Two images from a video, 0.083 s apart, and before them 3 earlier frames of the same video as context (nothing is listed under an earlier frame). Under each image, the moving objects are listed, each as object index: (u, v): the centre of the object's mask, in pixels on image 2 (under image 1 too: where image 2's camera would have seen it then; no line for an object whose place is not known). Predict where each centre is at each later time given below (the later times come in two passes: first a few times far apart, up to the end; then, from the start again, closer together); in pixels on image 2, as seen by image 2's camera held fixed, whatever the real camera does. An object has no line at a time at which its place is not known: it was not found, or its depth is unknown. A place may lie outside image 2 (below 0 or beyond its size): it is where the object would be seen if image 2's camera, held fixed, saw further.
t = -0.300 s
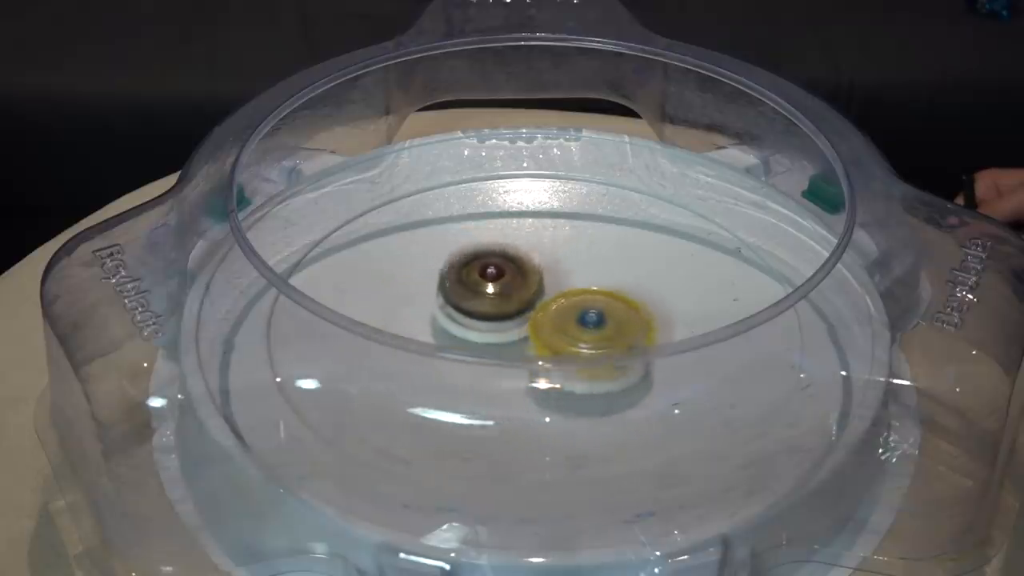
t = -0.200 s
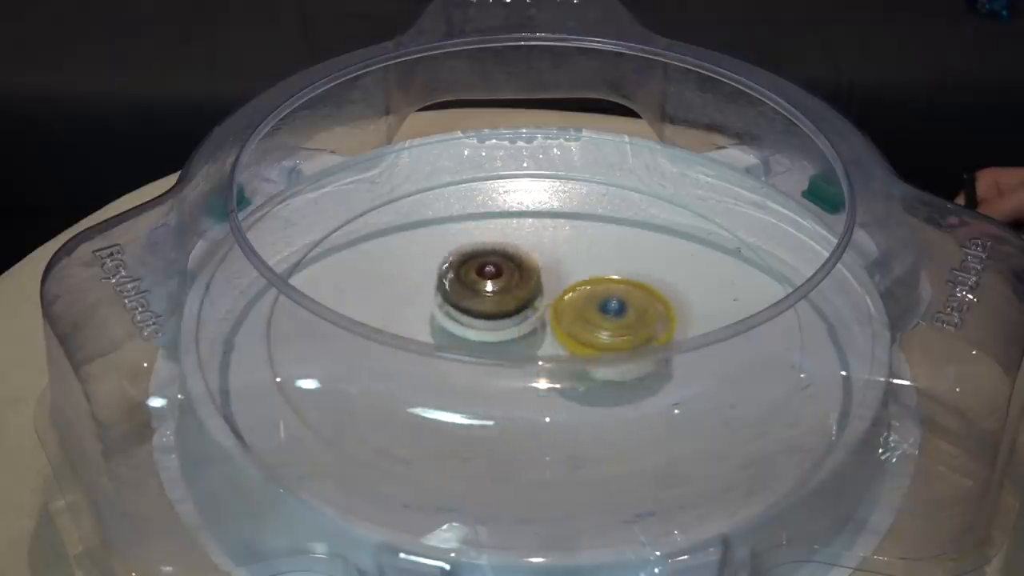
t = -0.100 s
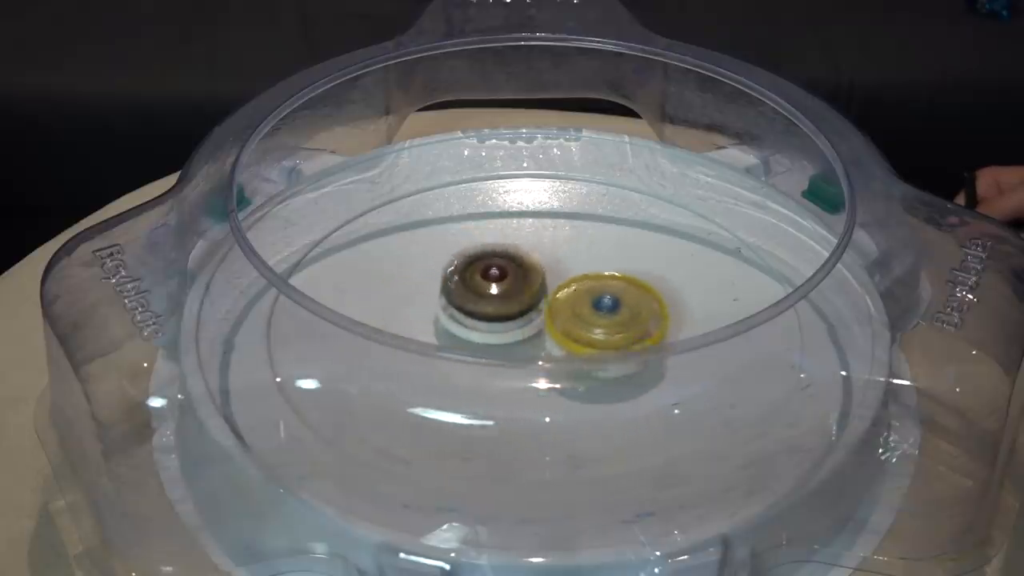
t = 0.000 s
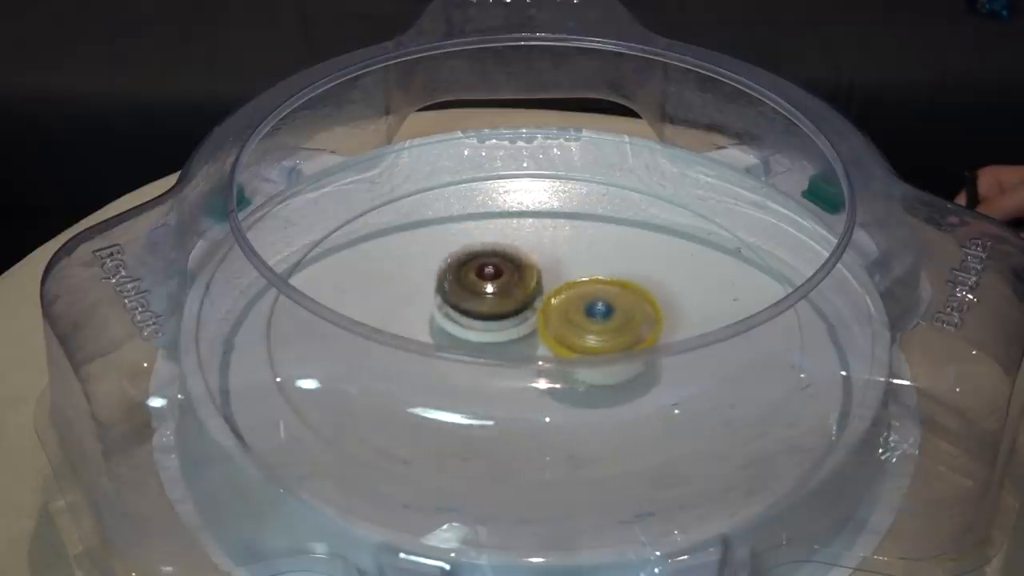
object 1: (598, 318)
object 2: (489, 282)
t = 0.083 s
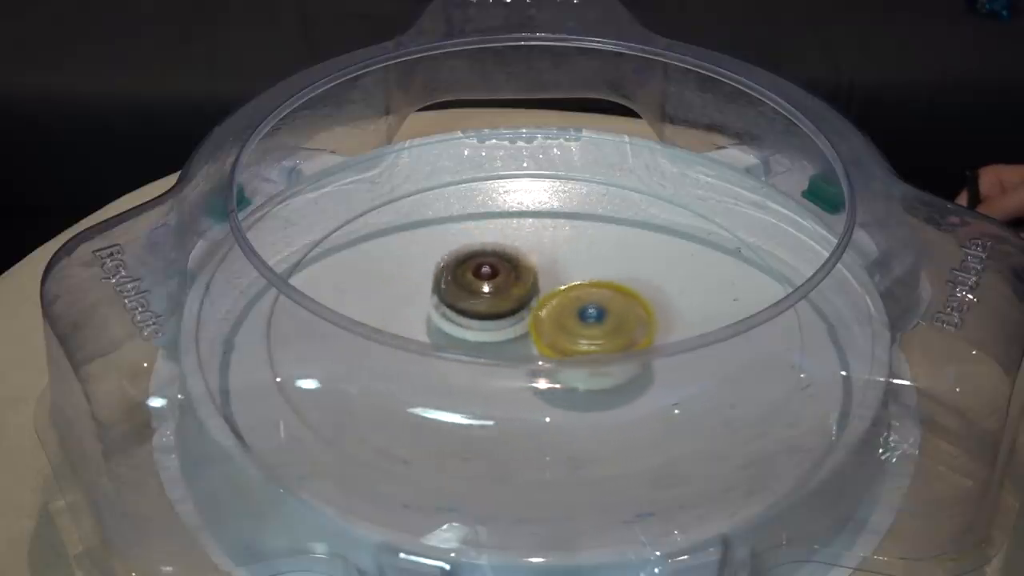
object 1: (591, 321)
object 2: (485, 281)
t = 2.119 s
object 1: (616, 307)
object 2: (482, 320)
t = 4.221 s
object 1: (604, 294)
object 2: (486, 316)
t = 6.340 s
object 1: (614, 300)
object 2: (481, 320)
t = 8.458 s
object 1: (595, 277)
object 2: (488, 327)
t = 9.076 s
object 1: (583, 262)
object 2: (522, 325)
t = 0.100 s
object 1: (589, 321)
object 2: (485, 281)
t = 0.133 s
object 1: (589, 321)
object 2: (484, 281)
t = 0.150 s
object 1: (590, 320)
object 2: (484, 281)
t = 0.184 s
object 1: (591, 319)
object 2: (485, 280)
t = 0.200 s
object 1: (591, 318)
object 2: (485, 280)
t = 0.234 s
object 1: (601, 317)
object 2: (479, 278)
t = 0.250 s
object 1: (605, 317)
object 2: (478, 278)
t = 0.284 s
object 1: (609, 316)
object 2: (475, 278)
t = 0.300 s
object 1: (610, 315)
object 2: (475, 279)
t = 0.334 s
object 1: (610, 315)
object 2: (474, 280)
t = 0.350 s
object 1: (609, 314)
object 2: (475, 281)
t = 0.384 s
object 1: (605, 314)
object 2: (477, 284)
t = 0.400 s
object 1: (603, 314)
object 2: (478, 285)
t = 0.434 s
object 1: (597, 314)
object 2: (479, 287)
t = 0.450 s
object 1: (595, 313)
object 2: (480, 288)
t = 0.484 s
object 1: (597, 313)
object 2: (477, 288)
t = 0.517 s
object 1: (598, 313)
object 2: (475, 288)
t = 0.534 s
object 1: (598, 313)
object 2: (475, 289)
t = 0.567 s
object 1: (597, 313)
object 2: (476, 291)
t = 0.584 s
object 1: (596, 313)
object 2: (477, 292)
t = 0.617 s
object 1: (597, 313)
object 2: (476, 294)
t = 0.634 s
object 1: (599, 314)
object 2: (475, 294)
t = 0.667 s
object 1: (602, 314)
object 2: (475, 296)
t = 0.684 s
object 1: (603, 314)
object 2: (476, 297)
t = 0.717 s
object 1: (603, 314)
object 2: (478, 299)
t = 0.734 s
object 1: (603, 314)
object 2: (480, 301)
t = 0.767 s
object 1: (602, 314)
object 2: (482, 303)
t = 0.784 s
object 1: (603, 313)
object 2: (481, 304)
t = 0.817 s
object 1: (604, 313)
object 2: (481, 305)
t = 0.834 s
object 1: (604, 313)
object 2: (481, 306)
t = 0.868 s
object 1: (604, 313)
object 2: (483, 308)
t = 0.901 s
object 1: (607, 313)
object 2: (482, 308)
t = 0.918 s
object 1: (608, 313)
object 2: (482, 309)
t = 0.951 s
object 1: (609, 313)
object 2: (484, 311)
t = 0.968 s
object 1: (608, 313)
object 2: (485, 312)
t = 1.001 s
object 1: (608, 314)
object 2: (488, 313)
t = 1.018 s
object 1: (608, 314)
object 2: (488, 314)
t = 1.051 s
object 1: (610, 315)
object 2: (489, 315)
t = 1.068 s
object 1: (610, 315)
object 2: (489, 315)
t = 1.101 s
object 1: (611, 316)
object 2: (490, 315)
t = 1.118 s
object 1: (611, 316)
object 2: (491, 315)
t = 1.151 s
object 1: (615, 316)
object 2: (489, 315)
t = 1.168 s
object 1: (616, 316)
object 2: (487, 314)
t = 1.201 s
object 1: (617, 316)
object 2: (487, 315)
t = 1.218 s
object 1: (616, 316)
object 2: (488, 315)
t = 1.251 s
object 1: (614, 317)
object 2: (489, 315)
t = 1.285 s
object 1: (613, 317)
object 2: (490, 316)
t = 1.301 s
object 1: (615, 317)
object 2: (489, 316)
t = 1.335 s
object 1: (618, 317)
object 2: (487, 316)
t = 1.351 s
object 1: (618, 317)
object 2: (487, 316)
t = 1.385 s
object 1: (617, 317)
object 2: (489, 316)
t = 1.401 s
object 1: (616, 317)
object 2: (490, 317)
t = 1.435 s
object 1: (614, 317)
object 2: (492, 317)
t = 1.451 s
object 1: (615, 317)
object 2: (491, 317)
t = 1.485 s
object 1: (616, 317)
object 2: (490, 317)
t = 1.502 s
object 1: (616, 317)
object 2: (490, 317)
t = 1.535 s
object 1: (615, 317)
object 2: (492, 318)
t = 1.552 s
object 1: (614, 316)
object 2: (493, 318)
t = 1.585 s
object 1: (614, 316)
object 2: (493, 318)
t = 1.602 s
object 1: (614, 316)
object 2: (493, 318)
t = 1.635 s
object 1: (615, 316)
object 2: (492, 319)
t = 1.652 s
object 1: (615, 316)
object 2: (492, 319)
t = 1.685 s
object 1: (614, 315)
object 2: (493, 319)
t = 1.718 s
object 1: (614, 315)
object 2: (493, 320)
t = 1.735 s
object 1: (613, 315)
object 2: (493, 320)
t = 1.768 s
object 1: (615, 314)
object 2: (492, 320)
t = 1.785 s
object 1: (615, 314)
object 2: (491, 320)
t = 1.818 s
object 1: (615, 314)
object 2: (491, 320)
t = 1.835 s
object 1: (615, 314)
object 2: (492, 320)
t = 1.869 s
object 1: (612, 314)
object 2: (493, 320)
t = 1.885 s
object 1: (613, 313)
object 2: (490, 320)
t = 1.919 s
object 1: (615, 312)
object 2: (488, 320)
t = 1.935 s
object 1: (616, 312)
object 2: (487, 320)
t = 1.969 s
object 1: (614, 311)
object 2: (488, 320)
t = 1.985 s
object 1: (612, 311)
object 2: (489, 320)
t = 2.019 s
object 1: (609, 311)
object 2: (490, 320)
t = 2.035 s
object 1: (609, 311)
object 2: (489, 320)
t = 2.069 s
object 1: (609, 310)
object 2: (489, 320)
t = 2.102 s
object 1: (612, 308)
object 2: (486, 320)
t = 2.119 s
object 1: (616, 307)
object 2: (482, 320)
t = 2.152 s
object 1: (622, 305)
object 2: (478, 321)
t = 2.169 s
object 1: (622, 305)
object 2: (477, 321)
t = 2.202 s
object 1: (621, 305)
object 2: (479, 322)
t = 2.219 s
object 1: (620, 304)
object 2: (480, 322)
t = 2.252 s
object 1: (617, 305)
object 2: (482, 322)
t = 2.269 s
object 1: (615, 304)
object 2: (483, 322)
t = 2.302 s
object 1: (610, 304)
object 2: (487, 323)
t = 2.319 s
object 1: (608, 304)
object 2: (489, 323)
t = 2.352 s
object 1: (606, 303)
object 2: (492, 323)
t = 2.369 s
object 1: (606, 302)
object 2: (490, 323)
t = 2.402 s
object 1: (607, 302)
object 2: (490, 323)
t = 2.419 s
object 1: (606, 301)
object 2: (491, 323)
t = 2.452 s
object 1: (605, 301)
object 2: (493, 323)
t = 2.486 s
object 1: (607, 299)
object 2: (490, 323)
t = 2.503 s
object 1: (609, 298)
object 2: (489, 322)
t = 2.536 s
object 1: (611, 297)
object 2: (489, 322)
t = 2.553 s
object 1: (610, 297)
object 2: (490, 322)
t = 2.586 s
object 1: (608, 296)
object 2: (493, 322)
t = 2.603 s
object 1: (607, 296)
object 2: (495, 322)
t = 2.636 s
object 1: (605, 296)
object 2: (495, 322)
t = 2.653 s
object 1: (606, 296)
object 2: (495, 322)
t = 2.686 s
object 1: (605, 295)
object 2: (496, 321)
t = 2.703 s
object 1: (605, 295)
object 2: (496, 321)
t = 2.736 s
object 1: (605, 294)
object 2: (495, 321)
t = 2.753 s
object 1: (605, 294)
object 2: (496, 321)
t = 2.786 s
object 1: (606, 293)
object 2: (495, 320)
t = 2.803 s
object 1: (607, 292)
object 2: (493, 320)
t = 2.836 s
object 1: (608, 291)
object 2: (493, 320)
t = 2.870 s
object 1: (606, 291)
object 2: (495, 320)
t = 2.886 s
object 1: (605, 292)
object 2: (496, 320)
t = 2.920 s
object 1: (604, 291)
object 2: (496, 319)
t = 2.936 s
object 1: (606, 290)
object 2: (495, 319)
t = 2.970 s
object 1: (607, 290)
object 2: (494, 319)
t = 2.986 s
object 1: (607, 290)
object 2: (494, 319)
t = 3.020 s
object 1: (605, 290)
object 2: (496, 318)
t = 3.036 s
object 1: (604, 290)
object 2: (496, 318)
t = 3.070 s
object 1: (603, 290)
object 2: (497, 318)
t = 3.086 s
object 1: (604, 289)
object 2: (496, 318)
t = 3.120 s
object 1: (605, 289)
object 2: (496, 318)
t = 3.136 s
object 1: (605, 289)
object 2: (496, 318)
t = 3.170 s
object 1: (604, 289)
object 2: (497, 318)
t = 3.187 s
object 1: (604, 289)
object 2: (497, 317)
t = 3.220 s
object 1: (604, 289)
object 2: (496, 317)
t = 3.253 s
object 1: (605, 288)
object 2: (495, 317)
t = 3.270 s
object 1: (606, 288)
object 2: (495, 317)
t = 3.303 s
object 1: (605, 288)
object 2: (496, 317)
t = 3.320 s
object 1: (605, 289)
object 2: (496, 317)
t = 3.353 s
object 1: (607, 288)
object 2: (494, 317)
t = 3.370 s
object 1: (608, 288)
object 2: (494, 316)
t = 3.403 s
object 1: (609, 288)
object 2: (494, 316)
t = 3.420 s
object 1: (609, 288)
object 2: (495, 316)
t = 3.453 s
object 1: (609, 288)
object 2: (496, 316)
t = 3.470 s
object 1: (609, 289)
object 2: (497, 316)
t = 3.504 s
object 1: (608, 289)
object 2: (499, 316)
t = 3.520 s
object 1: (608, 289)
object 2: (499, 315)
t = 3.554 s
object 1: (610, 289)
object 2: (498, 315)
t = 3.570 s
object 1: (610, 289)
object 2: (498, 315)
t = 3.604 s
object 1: (609, 289)
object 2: (498, 315)
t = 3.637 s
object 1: (609, 290)
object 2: (499, 314)
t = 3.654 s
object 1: (612, 289)
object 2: (495, 315)
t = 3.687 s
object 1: (619, 288)
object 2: (488, 315)
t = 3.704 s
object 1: (622, 288)
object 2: (486, 316)
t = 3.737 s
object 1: (623, 288)
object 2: (484, 316)
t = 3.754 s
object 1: (622, 289)
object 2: (483, 316)
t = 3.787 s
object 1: (622, 289)
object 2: (482, 317)
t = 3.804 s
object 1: (621, 290)
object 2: (482, 317)
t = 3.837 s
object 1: (618, 290)
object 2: (482, 317)
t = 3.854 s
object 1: (617, 290)
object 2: (482, 317)
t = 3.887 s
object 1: (614, 291)
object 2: (483, 317)
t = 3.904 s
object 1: (612, 292)
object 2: (483, 318)
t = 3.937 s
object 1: (609, 292)
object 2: (485, 318)
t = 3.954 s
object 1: (608, 292)
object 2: (486, 318)
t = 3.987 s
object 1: (605, 293)
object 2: (487, 318)
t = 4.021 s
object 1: (602, 293)
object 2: (489, 318)
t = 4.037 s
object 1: (600, 294)
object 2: (490, 318)
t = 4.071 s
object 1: (603, 293)
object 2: (487, 318)
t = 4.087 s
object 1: (606, 292)
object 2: (485, 318)
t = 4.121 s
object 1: (608, 292)
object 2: (483, 317)
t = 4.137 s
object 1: (608, 292)
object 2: (483, 318)
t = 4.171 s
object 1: (607, 293)
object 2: (483, 317)
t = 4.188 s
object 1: (606, 294)
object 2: (483, 317)
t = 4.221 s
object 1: (604, 294)
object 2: (486, 316)
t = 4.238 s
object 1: (602, 295)
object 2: (487, 316)
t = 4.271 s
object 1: (605, 295)
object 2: (484, 316)
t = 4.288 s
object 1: (611, 294)
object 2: (478, 316)
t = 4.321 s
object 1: (621, 293)
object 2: (472, 316)
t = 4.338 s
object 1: (624, 292)
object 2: (471, 316)
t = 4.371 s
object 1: (625, 293)
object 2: (470, 316)
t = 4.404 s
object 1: (623, 292)
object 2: (470, 317)
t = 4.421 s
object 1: (622, 292)
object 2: (470, 317)
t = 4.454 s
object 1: (619, 292)
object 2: (471, 317)
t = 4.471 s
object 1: (617, 292)
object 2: (472, 316)
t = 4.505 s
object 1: (615, 292)
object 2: (473, 316)
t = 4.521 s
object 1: (613, 293)
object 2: (474, 316)
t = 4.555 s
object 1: (609, 293)
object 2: (476, 316)
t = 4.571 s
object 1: (608, 293)
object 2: (478, 315)
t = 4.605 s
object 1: (604, 293)
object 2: (481, 315)
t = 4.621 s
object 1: (602, 293)
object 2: (483, 314)
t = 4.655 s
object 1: (600, 293)
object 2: (486, 313)
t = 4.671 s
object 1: (600, 293)
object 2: (485, 313)
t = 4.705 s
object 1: (600, 292)
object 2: (485, 312)
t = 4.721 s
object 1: (600, 292)
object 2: (485, 312)
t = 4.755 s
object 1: (599, 292)
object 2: (485, 311)
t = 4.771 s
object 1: (600, 292)
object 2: (484, 311)
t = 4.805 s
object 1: (601, 291)
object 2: (482, 310)
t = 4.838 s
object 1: (600, 291)
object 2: (483, 310)
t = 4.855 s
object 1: (599, 291)
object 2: (483, 310)
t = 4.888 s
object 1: (599, 290)
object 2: (483, 309)
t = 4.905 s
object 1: (606, 289)
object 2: (478, 310)
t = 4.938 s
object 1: (615, 287)
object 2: (472, 310)
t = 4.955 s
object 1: (619, 287)
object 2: (471, 309)
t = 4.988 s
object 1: (621, 287)
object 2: (471, 309)
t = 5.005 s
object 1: (621, 287)
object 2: (472, 310)
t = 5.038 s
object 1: (620, 287)
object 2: (474, 310)
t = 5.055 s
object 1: (618, 288)
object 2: (475, 310)
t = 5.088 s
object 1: (615, 289)
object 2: (477, 310)
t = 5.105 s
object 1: (613, 289)
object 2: (478, 310)
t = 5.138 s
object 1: (609, 289)
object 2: (480, 309)
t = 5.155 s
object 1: (608, 289)
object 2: (481, 309)
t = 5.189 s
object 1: (604, 290)
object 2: (484, 308)
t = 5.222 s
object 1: (601, 290)
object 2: (487, 308)
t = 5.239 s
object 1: (601, 289)
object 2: (487, 308)
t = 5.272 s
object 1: (602, 289)
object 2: (486, 308)
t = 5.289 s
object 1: (602, 289)
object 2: (487, 307)
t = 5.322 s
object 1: (603, 290)
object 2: (489, 308)
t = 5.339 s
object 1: (603, 290)
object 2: (489, 308)
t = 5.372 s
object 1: (604, 291)
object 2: (489, 308)
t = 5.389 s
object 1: (605, 291)
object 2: (490, 308)
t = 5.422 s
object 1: (606, 291)
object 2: (491, 308)
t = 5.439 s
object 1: (607, 291)
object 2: (491, 309)
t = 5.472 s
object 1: (610, 291)
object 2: (492, 309)
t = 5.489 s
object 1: (612, 291)
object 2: (490, 309)
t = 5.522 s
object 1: (616, 291)
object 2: (490, 309)
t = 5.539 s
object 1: (616, 292)
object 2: (491, 310)
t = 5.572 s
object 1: (616, 293)
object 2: (493, 310)
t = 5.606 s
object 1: (614, 293)
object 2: (495, 311)
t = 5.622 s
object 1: (613, 293)
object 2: (497, 311)
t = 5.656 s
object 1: (613, 293)
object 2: (497, 311)
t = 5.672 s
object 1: (613, 293)
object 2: (497, 311)
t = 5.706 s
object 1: (612, 294)
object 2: (498, 312)
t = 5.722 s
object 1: (614, 294)
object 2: (497, 312)
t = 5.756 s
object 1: (618, 293)
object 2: (493, 313)
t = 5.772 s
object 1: (618, 294)
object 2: (492, 314)
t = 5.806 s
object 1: (618, 294)
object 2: (492, 315)
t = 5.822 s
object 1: (617, 295)
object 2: (492, 315)
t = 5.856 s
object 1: (615, 296)
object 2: (493, 315)
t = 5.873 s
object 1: (614, 296)
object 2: (494, 315)
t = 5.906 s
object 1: (612, 297)
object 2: (496, 316)
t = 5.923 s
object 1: (611, 297)
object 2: (497, 316)
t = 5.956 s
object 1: (610, 297)
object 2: (497, 317)
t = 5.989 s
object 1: (610, 298)
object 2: (497, 317)
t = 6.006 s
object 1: (610, 298)
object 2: (496, 317)
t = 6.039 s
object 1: (611, 299)
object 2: (495, 318)
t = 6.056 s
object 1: (611, 299)
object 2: (495, 318)
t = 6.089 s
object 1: (610, 300)
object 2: (495, 318)
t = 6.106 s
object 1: (610, 300)
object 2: (496, 318)
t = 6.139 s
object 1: (613, 298)
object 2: (491, 318)
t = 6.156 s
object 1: (618, 298)
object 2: (487, 318)
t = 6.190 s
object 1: (623, 298)
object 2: (482, 318)
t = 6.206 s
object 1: (624, 298)
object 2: (481, 318)
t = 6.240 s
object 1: (624, 298)
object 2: (480, 319)
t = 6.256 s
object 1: (622, 299)
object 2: (480, 319)
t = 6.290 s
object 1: (619, 299)
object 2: (480, 319)
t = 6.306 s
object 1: (618, 299)
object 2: (480, 320)
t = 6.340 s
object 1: (614, 300)
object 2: (481, 320)
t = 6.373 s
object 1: (611, 300)
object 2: (482, 320)
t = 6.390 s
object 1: (609, 300)
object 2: (483, 320)
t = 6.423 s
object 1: (605, 300)
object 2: (484, 321)
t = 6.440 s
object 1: (603, 301)
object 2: (485, 320)
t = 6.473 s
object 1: (600, 301)
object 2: (487, 321)
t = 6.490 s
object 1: (599, 301)
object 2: (487, 321)
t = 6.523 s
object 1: (603, 300)
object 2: (483, 321)
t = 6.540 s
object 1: (605, 299)
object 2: (482, 321)
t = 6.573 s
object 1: (605, 299)
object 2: (483, 321)
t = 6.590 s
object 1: (605, 299)
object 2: (483, 321)
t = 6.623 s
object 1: (602, 299)
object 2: (485, 321)
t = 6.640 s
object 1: (601, 300)
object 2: (488, 322)
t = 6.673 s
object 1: (599, 299)
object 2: (486, 321)
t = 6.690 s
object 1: (601, 298)
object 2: (485, 321)
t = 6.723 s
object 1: (604, 296)
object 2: (483, 321)
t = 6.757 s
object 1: (604, 295)
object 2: (484, 321)
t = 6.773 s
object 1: (603, 296)
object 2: (486, 321)
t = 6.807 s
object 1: (601, 296)
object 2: (489, 321)
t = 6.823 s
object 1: (600, 295)
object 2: (491, 321)
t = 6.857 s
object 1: (601, 294)
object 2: (490, 321)
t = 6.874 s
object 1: (603, 294)
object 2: (490, 321)
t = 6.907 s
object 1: (603, 293)
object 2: (491, 321)
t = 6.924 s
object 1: (603, 293)
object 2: (491, 321)
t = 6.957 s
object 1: (602, 293)
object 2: (494, 321)
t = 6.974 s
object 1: (604, 292)
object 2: (493, 321)
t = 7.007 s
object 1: (611, 289)
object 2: (487, 321)
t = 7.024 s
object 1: (614, 288)
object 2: (486, 321)
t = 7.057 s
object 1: (614, 287)
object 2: (486, 321)
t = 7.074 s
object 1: (614, 288)
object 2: (487, 321)
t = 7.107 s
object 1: (611, 288)
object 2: (490, 321)
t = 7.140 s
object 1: (608, 288)
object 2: (493, 321)
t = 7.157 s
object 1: (606, 288)
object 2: (495, 321)
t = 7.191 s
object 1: (603, 288)
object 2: (500, 320)
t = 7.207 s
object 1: (602, 288)
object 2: (499, 320)
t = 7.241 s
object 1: (602, 287)
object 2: (500, 320)
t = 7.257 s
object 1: (602, 287)
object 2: (500, 321)
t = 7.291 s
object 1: (602, 286)
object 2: (501, 320)
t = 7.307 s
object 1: (602, 286)
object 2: (501, 320)
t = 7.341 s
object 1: (605, 285)
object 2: (499, 320)
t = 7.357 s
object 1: (607, 284)
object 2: (499, 320)
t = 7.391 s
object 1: (608, 284)
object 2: (499, 321)
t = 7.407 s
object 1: (608, 285)
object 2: (499, 321)
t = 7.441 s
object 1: (606, 285)
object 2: (502, 321)
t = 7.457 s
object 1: (606, 285)
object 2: (503, 321)
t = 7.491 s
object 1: (605, 284)
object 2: (504, 321)
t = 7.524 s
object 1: (608, 283)
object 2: (503, 321)
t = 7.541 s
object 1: (608, 283)
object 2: (503, 321)
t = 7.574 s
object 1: (607, 283)
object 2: (504, 321)
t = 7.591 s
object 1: (607, 283)
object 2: (505, 321)
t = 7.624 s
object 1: (605, 283)
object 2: (508, 321)
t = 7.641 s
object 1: (606, 283)
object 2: (507, 321)
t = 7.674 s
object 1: (613, 279)
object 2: (500, 322)
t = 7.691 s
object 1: (616, 277)
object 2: (498, 322)
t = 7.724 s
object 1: (619, 276)
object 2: (496, 323)
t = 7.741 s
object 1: (619, 276)
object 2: (497, 323)
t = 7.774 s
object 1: (619, 276)
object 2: (498, 324)
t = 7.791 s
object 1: (617, 277)
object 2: (498, 324)
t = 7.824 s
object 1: (615, 278)
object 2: (500, 325)
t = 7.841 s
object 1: (613, 279)
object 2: (500, 325)
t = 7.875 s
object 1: (610, 280)
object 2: (504, 325)
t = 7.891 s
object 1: (608, 280)
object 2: (504, 325)
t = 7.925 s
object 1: (604, 281)
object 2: (506, 325)
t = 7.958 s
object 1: (601, 282)
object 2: (508, 325)
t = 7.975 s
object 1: (600, 282)
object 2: (508, 325)
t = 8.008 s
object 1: (601, 282)
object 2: (505, 325)
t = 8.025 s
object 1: (602, 281)
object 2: (503, 325)
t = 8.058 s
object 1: (602, 282)
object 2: (502, 325)
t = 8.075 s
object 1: (601, 283)
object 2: (502, 325)
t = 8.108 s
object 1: (599, 284)
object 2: (501, 326)
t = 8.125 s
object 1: (597, 284)
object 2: (502, 326)
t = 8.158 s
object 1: (594, 285)
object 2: (503, 326)
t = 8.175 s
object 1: (595, 284)
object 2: (503, 326)
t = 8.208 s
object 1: (595, 284)
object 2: (500, 326)
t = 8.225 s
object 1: (594, 284)
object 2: (499, 325)
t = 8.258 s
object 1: (592, 285)
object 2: (499, 325)
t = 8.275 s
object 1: (591, 284)
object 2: (500, 326)
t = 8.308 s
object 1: (589, 284)
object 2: (499, 325)
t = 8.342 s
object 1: (594, 281)
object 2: (495, 325)
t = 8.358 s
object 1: (596, 279)
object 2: (490, 326)
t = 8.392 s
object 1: (598, 277)
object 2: (487, 327)
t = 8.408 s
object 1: (597, 277)
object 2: (487, 326)
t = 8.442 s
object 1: (595, 277)
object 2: (487, 327)
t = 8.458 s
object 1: (595, 277)
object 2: (488, 327)
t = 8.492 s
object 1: (592, 277)
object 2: (489, 327)
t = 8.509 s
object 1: (591, 277)
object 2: (492, 327)
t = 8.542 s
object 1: (589, 277)
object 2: (495, 327)
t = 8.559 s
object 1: (587, 277)
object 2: (496, 328)
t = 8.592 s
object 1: (585, 276)
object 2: (499, 326)
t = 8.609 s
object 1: (585, 276)
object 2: (501, 326)
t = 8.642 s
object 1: (583, 276)
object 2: (503, 325)
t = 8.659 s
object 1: (582, 276)
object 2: (505, 325)
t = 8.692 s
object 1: (581, 274)
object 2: (505, 326)
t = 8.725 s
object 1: (582, 272)
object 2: (505, 326)
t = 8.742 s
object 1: (582, 271)
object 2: (506, 326)
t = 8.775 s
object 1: (580, 271)
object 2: (507, 325)
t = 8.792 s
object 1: (580, 271)
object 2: (509, 325)
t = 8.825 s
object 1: (584, 267)
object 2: (508, 326)
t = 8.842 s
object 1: (586, 265)
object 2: (506, 326)
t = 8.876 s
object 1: (589, 263)
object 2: (507, 327)
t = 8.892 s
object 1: (588, 263)
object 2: (508, 327)
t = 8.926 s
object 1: (587, 263)
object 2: (510, 326)
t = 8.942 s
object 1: (587, 263)
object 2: (511, 326)
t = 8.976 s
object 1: (585, 262)
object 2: (514, 326)
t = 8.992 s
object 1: (585, 262)
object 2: (515, 325)
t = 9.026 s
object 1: (584, 262)
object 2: (518, 326)
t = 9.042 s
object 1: (583, 262)
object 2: (519, 325)
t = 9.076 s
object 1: (583, 262)
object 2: (522, 325)
